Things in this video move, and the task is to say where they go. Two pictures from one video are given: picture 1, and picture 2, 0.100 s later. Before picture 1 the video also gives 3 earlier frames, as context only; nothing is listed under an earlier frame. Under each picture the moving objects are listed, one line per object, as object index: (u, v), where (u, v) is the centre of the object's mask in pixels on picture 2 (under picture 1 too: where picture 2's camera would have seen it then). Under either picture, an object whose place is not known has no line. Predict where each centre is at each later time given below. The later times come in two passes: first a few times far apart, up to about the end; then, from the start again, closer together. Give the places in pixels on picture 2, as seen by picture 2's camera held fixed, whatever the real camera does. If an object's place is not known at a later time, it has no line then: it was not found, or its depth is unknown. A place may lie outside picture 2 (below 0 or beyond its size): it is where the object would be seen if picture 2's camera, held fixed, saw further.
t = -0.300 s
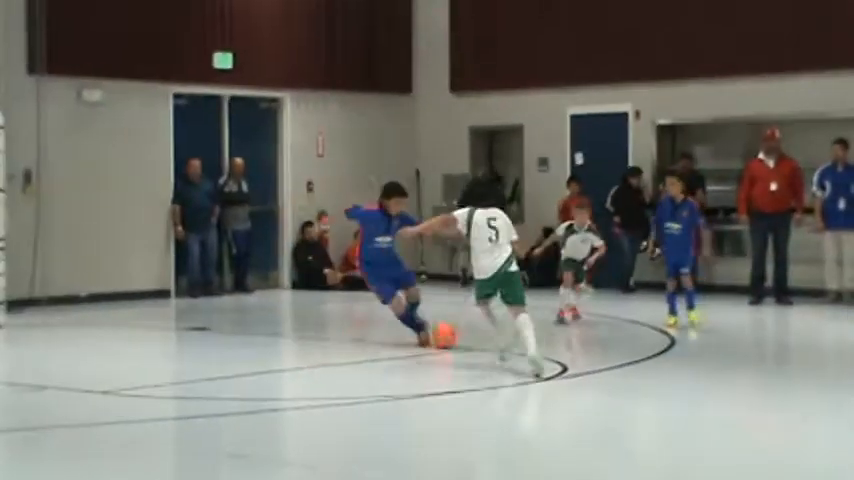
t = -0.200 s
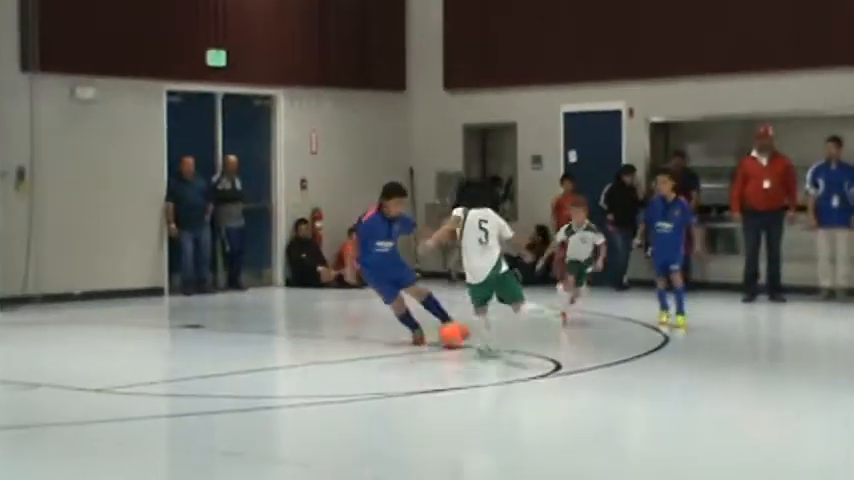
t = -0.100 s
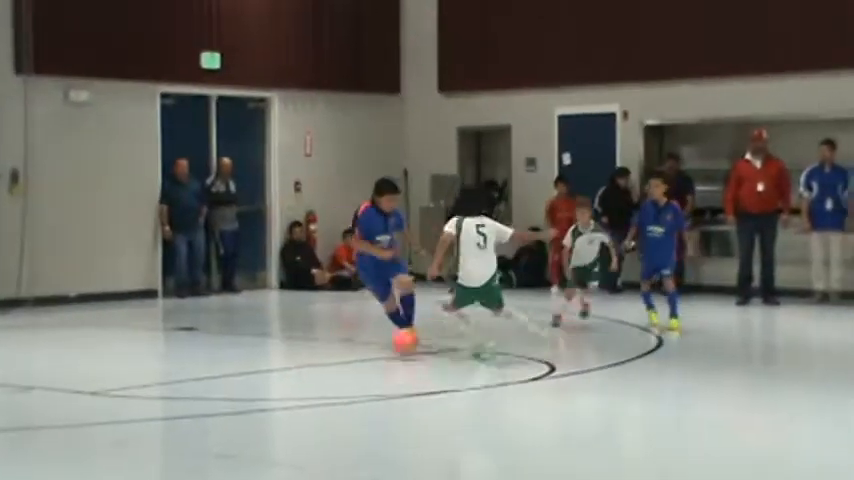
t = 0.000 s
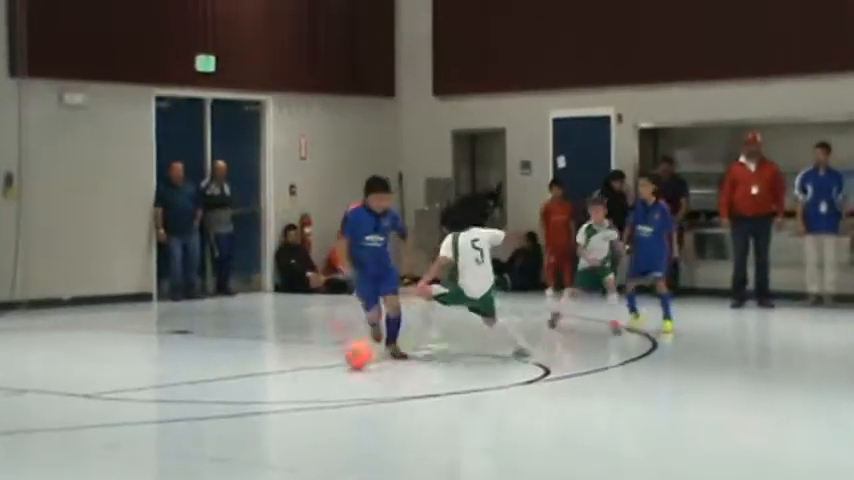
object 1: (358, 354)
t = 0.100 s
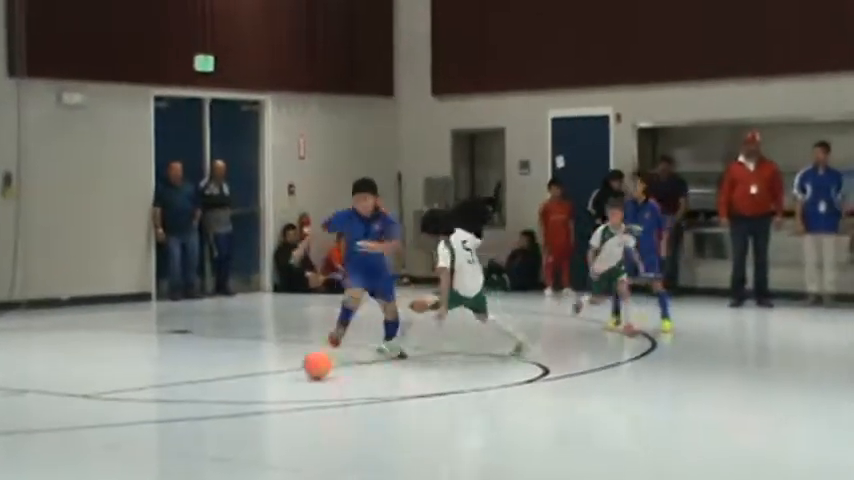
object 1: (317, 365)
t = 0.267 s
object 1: (256, 378)
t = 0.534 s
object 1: (159, 402)
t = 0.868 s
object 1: (15, 436)
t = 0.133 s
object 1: (303, 368)
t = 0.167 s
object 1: (292, 370)
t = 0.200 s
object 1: (279, 373)
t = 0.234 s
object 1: (267, 375)
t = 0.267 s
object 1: (256, 378)
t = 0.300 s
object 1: (244, 381)
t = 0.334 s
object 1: (232, 384)
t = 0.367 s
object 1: (220, 386)
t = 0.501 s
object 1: (172, 398)
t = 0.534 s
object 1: (159, 402)
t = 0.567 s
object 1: (147, 404)
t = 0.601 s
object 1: (133, 406)
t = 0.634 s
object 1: (120, 410)
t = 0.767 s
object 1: (63, 424)
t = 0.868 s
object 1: (15, 436)
